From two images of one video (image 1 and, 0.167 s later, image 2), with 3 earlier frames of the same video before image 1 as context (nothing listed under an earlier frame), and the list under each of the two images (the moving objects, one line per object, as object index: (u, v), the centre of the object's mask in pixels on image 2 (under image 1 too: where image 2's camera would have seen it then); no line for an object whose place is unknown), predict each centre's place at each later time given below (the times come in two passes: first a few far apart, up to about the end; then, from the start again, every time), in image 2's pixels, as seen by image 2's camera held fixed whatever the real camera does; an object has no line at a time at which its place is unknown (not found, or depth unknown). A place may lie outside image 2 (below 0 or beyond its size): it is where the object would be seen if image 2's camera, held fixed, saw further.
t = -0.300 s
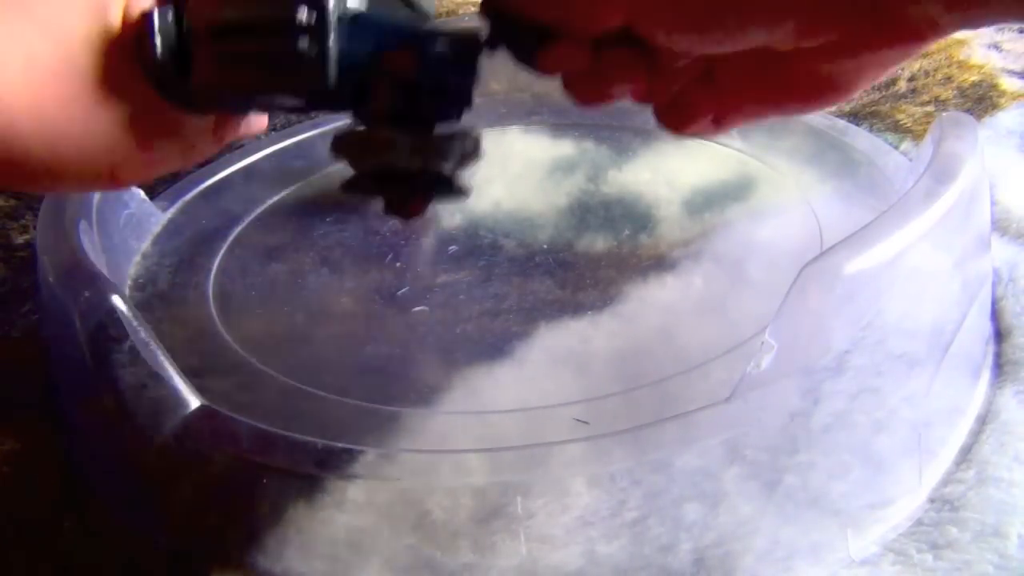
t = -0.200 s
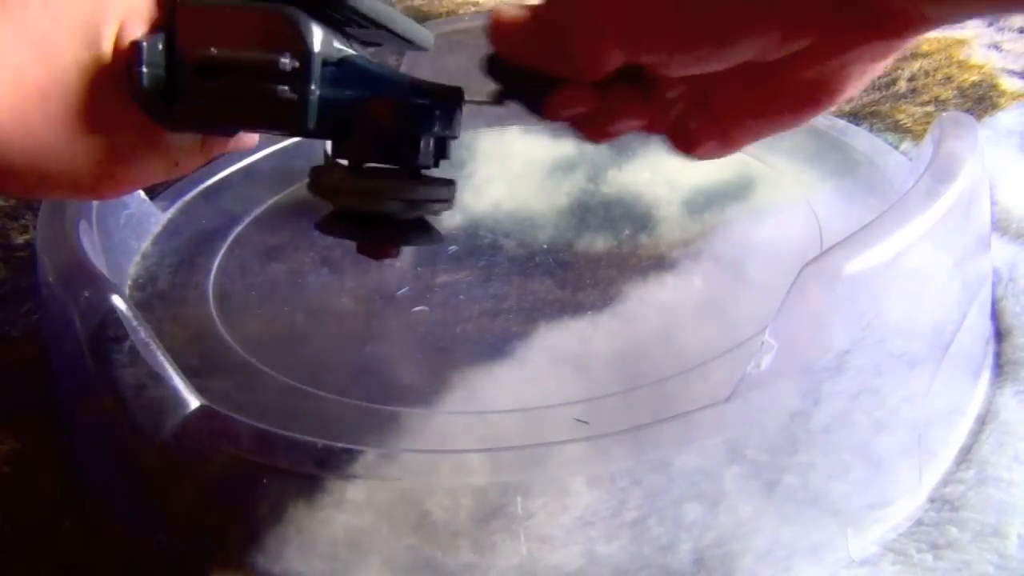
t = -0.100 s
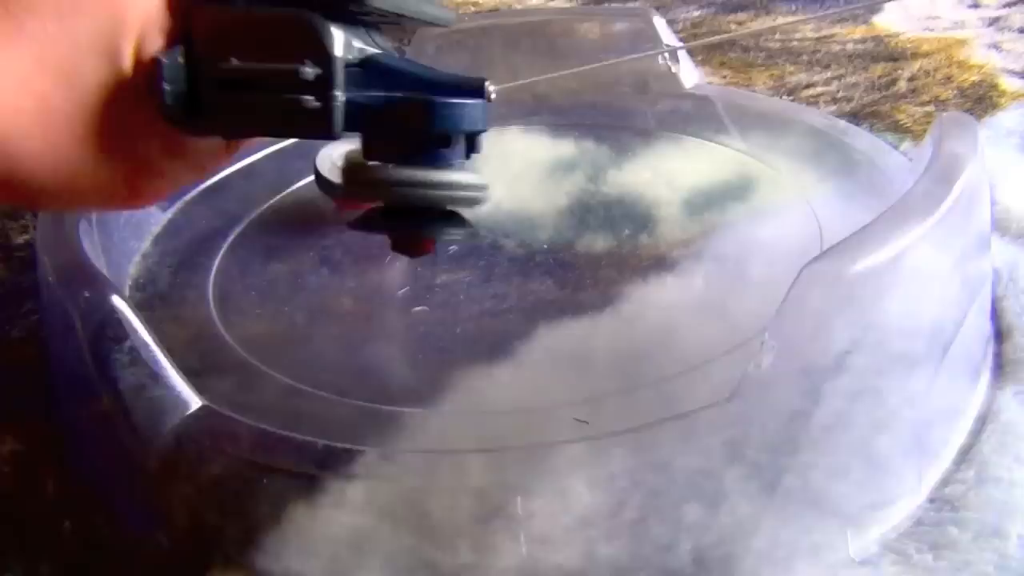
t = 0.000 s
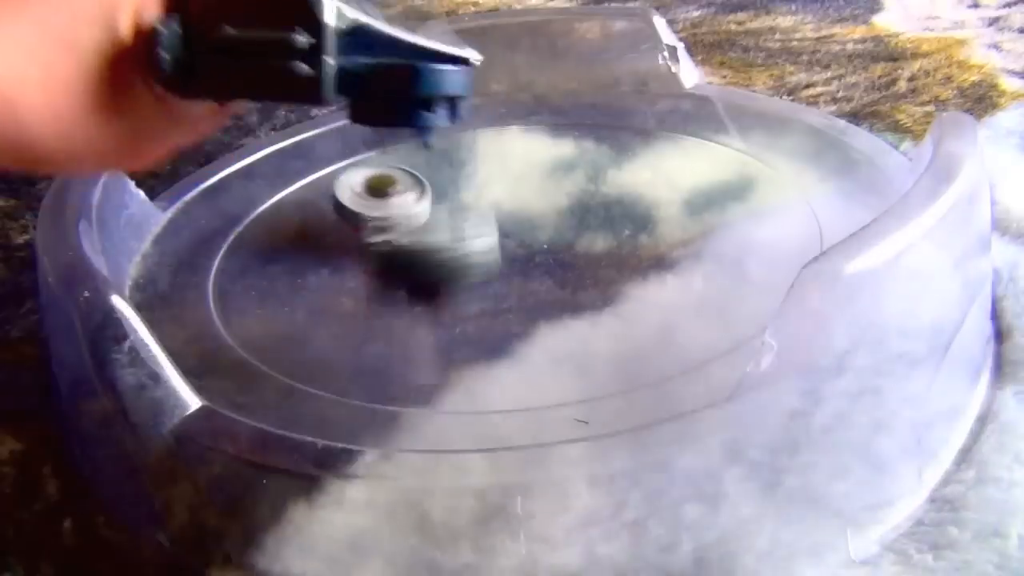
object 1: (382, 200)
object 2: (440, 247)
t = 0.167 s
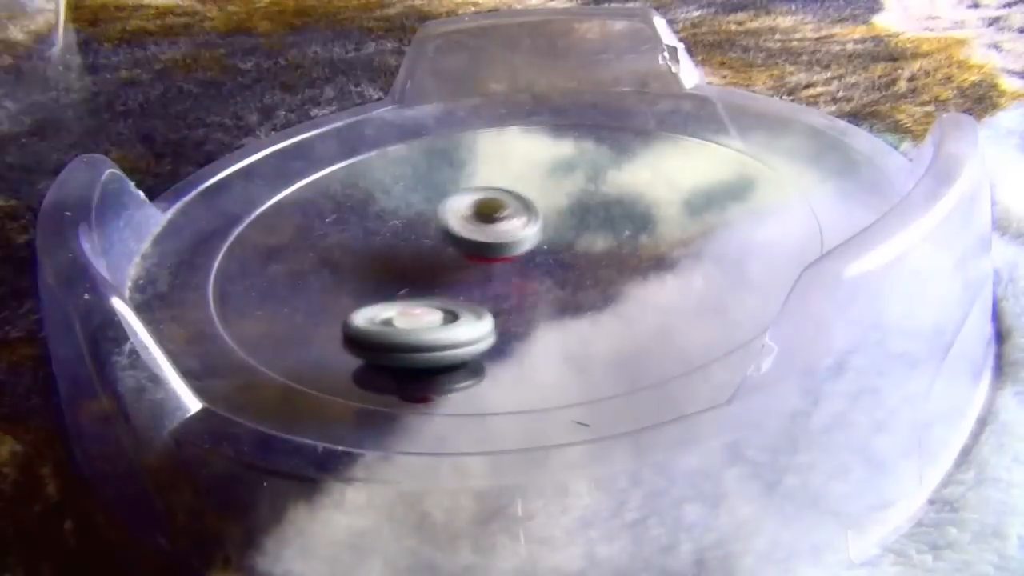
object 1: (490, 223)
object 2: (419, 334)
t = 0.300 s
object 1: (588, 195)
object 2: (374, 315)
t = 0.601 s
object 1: (580, 97)
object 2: (308, 272)
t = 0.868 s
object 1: (454, 152)
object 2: (277, 239)
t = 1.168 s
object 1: (601, 271)
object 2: (244, 204)
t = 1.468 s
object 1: (779, 154)
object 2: (287, 191)
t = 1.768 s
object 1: (557, 166)
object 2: (351, 190)
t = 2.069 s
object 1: (719, 253)
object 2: (236, 160)
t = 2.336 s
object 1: (772, 203)
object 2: (398, 221)
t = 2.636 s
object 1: (688, 230)
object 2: (543, 129)
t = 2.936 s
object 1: (626, 281)
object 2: (393, 138)
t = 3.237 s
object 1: (582, 312)
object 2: (527, 251)
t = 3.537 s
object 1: (528, 320)
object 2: (775, 113)
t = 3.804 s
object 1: (452, 310)
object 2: (638, 91)
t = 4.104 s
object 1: (320, 302)
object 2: (423, 213)
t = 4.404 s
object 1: (241, 293)
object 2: (682, 315)
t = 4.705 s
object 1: (251, 267)
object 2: (744, 191)
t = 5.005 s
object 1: (280, 238)
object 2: (456, 189)
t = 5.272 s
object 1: (274, 338)
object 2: (665, 145)
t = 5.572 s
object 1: (646, 204)
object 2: (511, 150)
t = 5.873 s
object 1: (511, 83)
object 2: (363, 257)
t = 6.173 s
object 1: (399, 138)
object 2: (568, 290)
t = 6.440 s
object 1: (481, 248)
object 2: (604, 213)
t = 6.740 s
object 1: (678, 238)
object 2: (442, 171)
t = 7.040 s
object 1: (644, 149)
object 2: (351, 263)
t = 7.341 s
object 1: (430, 244)
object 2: (556, 268)
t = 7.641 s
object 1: (598, 318)
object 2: (517, 212)
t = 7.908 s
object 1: (697, 242)
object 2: (439, 222)
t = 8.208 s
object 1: (501, 197)
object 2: (400, 269)
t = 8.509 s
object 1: (283, 251)
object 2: (535, 283)
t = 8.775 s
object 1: (374, 328)
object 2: (546, 217)
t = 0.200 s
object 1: (519, 220)
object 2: (409, 331)
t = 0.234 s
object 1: (545, 214)
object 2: (397, 326)
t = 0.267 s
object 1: (568, 205)
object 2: (385, 321)
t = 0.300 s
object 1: (588, 195)
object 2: (374, 315)
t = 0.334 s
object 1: (603, 182)
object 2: (363, 311)
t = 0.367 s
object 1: (614, 166)
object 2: (353, 306)
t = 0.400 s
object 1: (621, 152)
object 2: (344, 301)
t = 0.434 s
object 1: (624, 139)
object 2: (336, 296)
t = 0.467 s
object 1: (621, 127)
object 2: (330, 291)
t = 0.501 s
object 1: (614, 117)
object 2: (323, 286)
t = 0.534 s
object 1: (604, 108)
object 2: (318, 281)
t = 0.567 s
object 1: (592, 102)
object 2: (313, 276)
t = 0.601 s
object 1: (580, 97)
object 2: (308, 272)
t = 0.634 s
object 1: (563, 98)
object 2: (304, 267)
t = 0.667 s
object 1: (545, 101)
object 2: (299, 263)
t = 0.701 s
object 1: (527, 104)
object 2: (296, 258)
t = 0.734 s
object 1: (511, 109)
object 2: (292, 255)
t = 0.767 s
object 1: (496, 116)
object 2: (289, 251)
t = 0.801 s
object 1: (481, 125)
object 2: (284, 247)
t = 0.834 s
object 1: (468, 137)
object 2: (280, 243)
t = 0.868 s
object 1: (454, 152)
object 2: (277, 239)
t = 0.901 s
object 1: (443, 170)
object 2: (272, 235)
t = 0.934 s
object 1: (437, 189)
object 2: (267, 231)
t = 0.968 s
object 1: (440, 209)
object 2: (262, 227)
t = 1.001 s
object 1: (449, 228)
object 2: (258, 223)
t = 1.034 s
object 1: (466, 244)
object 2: (252, 218)
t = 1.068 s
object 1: (492, 258)
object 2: (247, 214)
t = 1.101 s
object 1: (524, 268)
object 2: (242, 208)
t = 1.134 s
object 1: (562, 272)
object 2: (239, 204)
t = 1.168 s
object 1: (601, 271)
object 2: (244, 204)
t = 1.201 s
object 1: (642, 264)
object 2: (252, 203)
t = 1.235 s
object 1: (682, 252)
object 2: (258, 202)
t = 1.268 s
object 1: (721, 237)
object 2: (264, 201)
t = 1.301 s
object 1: (752, 221)
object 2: (268, 198)
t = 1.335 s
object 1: (777, 205)
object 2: (272, 196)
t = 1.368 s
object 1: (795, 188)
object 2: (277, 194)
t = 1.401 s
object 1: (806, 171)
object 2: (280, 193)
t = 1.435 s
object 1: (797, 160)
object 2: (284, 191)
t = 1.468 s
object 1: (779, 154)
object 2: (287, 191)
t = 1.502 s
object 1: (761, 146)
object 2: (292, 189)
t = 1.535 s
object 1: (743, 140)
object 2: (297, 188)
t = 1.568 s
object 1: (724, 137)
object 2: (302, 187)
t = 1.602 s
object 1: (702, 135)
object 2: (309, 187)
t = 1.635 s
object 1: (679, 133)
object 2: (316, 187)
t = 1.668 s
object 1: (652, 140)
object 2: (324, 188)
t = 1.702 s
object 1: (621, 147)
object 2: (332, 188)
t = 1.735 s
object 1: (588, 156)
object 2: (341, 190)
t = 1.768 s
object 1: (557, 166)
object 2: (351, 190)
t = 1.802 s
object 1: (523, 180)
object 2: (361, 191)
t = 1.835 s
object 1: (494, 196)
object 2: (372, 192)
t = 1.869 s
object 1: (506, 217)
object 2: (357, 186)
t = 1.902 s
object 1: (550, 234)
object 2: (316, 175)
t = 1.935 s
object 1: (591, 249)
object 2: (282, 166)
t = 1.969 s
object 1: (626, 256)
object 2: (260, 158)
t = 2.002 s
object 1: (660, 259)
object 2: (245, 158)
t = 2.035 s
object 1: (690, 257)
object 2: (238, 158)
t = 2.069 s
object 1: (719, 253)
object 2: (236, 160)
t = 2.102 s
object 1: (752, 246)
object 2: (241, 164)
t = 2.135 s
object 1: (775, 237)
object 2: (249, 168)
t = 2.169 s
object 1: (794, 227)
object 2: (264, 177)
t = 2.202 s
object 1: (799, 220)
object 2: (285, 188)
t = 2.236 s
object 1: (797, 217)
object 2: (308, 196)
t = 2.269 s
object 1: (790, 211)
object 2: (335, 207)
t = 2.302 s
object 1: (782, 207)
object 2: (365, 215)
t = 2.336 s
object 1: (772, 203)
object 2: (398, 221)
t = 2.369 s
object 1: (760, 201)
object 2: (431, 224)
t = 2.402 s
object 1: (746, 200)
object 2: (465, 225)
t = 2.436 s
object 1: (727, 200)
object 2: (499, 222)
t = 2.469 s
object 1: (710, 202)
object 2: (530, 215)
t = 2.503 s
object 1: (689, 204)
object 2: (556, 206)
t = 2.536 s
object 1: (676, 209)
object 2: (571, 190)
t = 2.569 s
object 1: (689, 216)
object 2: (565, 166)
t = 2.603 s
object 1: (691, 223)
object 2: (555, 146)
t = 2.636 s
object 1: (688, 230)
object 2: (543, 129)
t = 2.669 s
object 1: (683, 236)
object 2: (530, 115)
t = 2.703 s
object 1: (676, 243)
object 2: (515, 105)
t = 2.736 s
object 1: (670, 248)
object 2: (502, 98)
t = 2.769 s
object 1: (663, 253)
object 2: (487, 93)
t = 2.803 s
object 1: (656, 259)
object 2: (468, 96)
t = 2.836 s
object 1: (649, 264)
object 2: (447, 103)
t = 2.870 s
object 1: (641, 270)
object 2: (425, 116)
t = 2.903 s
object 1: (633, 275)
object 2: (407, 126)
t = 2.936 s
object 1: (626, 281)
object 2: (393, 138)
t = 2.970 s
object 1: (619, 285)
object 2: (384, 153)
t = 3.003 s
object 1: (613, 290)
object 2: (379, 171)
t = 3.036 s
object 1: (608, 294)
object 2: (381, 187)
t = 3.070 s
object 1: (602, 298)
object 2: (389, 204)
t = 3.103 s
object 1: (597, 302)
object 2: (407, 219)
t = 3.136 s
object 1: (593, 305)
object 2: (429, 233)
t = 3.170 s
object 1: (589, 308)
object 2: (457, 243)
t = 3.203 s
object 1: (586, 310)
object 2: (490, 252)
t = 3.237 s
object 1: (582, 312)
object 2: (527, 251)
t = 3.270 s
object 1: (577, 314)
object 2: (570, 245)
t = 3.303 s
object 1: (572, 316)
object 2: (617, 243)
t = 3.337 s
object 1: (566, 317)
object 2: (657, 233)
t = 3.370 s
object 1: (560, 318)
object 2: (700, 214)
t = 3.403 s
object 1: (554, 319)
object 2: (733, 194)
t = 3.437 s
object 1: (548, 320)
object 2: (762, 172)
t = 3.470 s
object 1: (541, 321)
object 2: (781, 148)
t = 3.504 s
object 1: (535, 320)
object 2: (781, 128)
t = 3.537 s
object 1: (528, 320)
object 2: (775, 113)
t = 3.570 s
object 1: (521, 320)
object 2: (765, 101)
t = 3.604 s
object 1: (513, 319)
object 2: (752, 94)
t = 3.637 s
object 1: (505, 318)
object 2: (737, 88)
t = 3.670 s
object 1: (496, 317)
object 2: (720, 85)
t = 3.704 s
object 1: (486, 315)
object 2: (701, 84)
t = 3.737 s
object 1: (476, 314)
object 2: (682, 84)
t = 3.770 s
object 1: (464, 312)
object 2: (661, 87)
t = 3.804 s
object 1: (452, 310)
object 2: (638, 91)
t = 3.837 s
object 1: (438, 308)
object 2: (613, 99)
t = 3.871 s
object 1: (424, 307)
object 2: (584, 108)
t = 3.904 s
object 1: (409, 305)
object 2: (557, 118)
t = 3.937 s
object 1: (393, 305)
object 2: (528, 129)
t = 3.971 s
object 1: (377, 304)
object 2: (500, 144)
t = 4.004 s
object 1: (361, 303)
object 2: (474, 157)
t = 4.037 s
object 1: (346, 303)
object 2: (451, 175)
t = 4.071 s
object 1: (333, 303)
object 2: (434, 193)
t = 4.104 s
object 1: (320, 302)
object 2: (423, 213)
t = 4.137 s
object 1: (310, 302)
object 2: (416, 233)
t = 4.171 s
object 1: (299, 302)
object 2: (417, 252)
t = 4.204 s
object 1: (288, 302)
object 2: (424, 274)
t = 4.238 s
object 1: (276, 300)
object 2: (442, 293)
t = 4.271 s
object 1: (266, 299)
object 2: (471, 309)
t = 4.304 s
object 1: (256, 297)
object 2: (512, 321)
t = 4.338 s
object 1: (246, 295)
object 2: (562, 328)
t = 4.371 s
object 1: (238, 293)
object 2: (623, 325)
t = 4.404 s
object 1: (241, 293)
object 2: (682, 315)
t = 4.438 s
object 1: (245, 292)
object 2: (722, 300)
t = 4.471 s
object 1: (247, 289)
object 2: (743, 281)
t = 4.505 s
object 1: (249, 287)
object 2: (760, 264)
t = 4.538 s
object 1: (249, 284)
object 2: (774, 249)
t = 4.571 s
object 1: (249, 281)
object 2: (784, 236)
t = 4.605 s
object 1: (248, 277)
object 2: (786, 226)
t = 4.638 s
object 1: (248, 274)
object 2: (779, 214)
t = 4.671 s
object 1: (249, 270)
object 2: (761, 200)
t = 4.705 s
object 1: (251, 267)
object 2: (744, 191)
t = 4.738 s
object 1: (253, 263)
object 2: (720, 181)
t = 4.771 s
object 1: (255, 260)
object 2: (696, 175)
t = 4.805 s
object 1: (257, 257)
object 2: (664, 171)
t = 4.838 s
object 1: (260, 253)
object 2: (630, 170)
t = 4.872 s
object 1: (264, 250)
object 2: (597, 172)
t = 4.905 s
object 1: (267, 247)
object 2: (565, 172)
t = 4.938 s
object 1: (271, 243)
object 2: (529, 177)
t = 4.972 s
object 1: (275, 241)
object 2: (490, 183)
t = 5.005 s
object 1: (280, 238)
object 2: (456, 189)
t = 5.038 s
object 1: (285, 236)
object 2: (420, 199)
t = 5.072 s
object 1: (275, 236)
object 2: (395, 208)
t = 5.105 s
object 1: (155, 231)
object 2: (461, 201)
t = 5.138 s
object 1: (152, 206)
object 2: (524, 190)
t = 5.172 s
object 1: (159, 206)
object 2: (572, 179)
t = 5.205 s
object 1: (177, 235)
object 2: (608, 169)
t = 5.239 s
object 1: (215, 298)
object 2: (642, 155)
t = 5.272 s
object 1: (274, 338)
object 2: (665, 145)
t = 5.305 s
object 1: (331, 337)
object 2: (678, 140)
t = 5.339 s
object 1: (387, 338)
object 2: (680, 134)
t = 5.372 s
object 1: (444, 329)
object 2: (674, 133)
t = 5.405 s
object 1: (498, 313)
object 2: (660, 132)
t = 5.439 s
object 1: (546, 295)
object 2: (634, 133)
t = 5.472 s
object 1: (588, 273)
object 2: (604, 137)
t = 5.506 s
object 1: (616, 251)
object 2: (573, 139)
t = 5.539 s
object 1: (637, 228)
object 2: (541, 144)
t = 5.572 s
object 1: (646, 204)
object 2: (511, 150)
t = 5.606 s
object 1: (644, 181)
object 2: (481, 157)
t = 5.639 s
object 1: (638, 158)
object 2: (453, 167)
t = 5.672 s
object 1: (627, 140)
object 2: (429, 179)
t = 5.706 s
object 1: (614, 124)
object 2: (409, 191)
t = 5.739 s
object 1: (596, 111)
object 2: (390, 204)
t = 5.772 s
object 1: (579, 99)
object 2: (377, 216)
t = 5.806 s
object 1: (556, 87)
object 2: (367, 229)
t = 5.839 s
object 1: (533, 86)
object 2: (362, 244)
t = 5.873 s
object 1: (511, 83)
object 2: (363, 257)
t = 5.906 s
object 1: (494, 80)
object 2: (369, 268)
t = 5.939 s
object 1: (477, 85)
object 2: (381, 281)
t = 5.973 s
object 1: (464, 89)
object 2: (400, 290)
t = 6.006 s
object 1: (451, 93)
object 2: (423, 298)
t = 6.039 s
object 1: (439, 98)
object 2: (452, 301)
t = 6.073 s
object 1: (429, 105)
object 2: (481, 304)
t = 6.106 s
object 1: (417, 118)
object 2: (513, 301)
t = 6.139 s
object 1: (407, 127)
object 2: (541, 296)
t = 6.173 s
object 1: (399, 138)
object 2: (568, 290)
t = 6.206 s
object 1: (393, 152)
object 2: (589, 282)
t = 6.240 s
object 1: (390, 166)
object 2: (607, 270)
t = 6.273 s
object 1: (391, 183)
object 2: (619, 259)
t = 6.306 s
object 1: (399, 199)
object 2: (625, 248)
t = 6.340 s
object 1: (412, 215)
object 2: (627, 238)
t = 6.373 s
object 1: (430, 229)
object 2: (623, 228)
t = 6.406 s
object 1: (453, 238)
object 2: (614, 219)
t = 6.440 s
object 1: (481, 248)
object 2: (604, 213)
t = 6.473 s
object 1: (510, 254)
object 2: (591, 204)
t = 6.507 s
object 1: (520, 264)
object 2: (588, 190)
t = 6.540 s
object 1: (534, 270)
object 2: (579, 179)
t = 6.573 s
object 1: (553, 273)
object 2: (565, 172)
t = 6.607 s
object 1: (576, 273)
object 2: (545, 170)
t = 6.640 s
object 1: (602, 268)
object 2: (521, 167)
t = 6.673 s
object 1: (626, 262)
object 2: (495, 168)
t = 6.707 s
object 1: (655, 251)
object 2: (468, 169)
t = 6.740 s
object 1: (678, 238)
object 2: (442, 171)
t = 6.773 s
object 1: (699, 224)
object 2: (417, 180)
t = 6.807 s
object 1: (713, 209)
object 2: (397, 186)
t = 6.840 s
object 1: (722, 195)
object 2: (377, 196)
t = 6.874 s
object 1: (724, 181)
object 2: (363, 206)
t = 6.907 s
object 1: (718, 169)
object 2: (351, 218)
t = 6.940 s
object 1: (708, 161)
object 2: (343, 229)
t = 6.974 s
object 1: (690, 154)
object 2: (342, 240)
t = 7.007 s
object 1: (670, 150)
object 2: (343, 253)
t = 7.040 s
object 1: (644, 149)
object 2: (351, 263)
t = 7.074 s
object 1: (620, 152)
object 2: (364, 273)
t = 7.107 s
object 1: (591, 157)
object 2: (383, 281)
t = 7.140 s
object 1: (563, 164)
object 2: (407, 288)
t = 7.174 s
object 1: (535, 172)
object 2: (433, 291)
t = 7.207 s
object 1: (508, 183)
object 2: (461, 291)
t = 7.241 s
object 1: (484, 196)
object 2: (489, 289)
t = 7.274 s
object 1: (462, 211)
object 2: (516, 284)
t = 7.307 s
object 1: (443, 228)
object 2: (538, 277)
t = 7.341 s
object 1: (430, 244)
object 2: (556, 268)
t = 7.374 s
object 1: (422, 260)
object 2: (567, 258)
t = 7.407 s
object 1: (421, 276)
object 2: (573, 248)
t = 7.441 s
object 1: (427, 291)
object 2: (572, 240)
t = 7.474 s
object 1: (441, 303)
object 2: (568, 233)
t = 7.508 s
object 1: (463, 314)
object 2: (560, 227)
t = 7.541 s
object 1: (491, 320)
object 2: (550, 221)
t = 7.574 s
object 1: (525, 323)
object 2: (540, 218)
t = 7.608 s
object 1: (561, 323)
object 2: (528, 215)
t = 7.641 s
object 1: (598, 318)
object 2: (517, 212)
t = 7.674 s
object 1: (630, 311)
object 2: (506, 211)
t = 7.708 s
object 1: (657, 302)
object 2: (495, 209)
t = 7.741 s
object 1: (680, 293)
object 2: (484, 210)
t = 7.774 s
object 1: (695, 282)
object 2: (472, 211)
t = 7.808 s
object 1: (704, 271)
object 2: (462, 214)
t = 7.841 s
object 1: (707, 261)
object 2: (452, 215)
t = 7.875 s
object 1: (705, 251)
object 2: (445, 218)
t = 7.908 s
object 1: (697, 242)
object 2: (439, 222)
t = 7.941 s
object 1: (683, 233)
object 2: (434, 226)
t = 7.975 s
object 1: (664, 226)
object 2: (431, 230)
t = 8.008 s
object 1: (640, 220)
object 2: (431, 235)
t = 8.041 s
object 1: (612, 218)
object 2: (432, 238)
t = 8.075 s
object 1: (583, 216)
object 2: (435, 242)
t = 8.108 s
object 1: (549, 216)
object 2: (438, 245)
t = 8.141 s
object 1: (522, 214)
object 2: (435, 250)
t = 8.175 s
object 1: (513, 204)
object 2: (413, 261)
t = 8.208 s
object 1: (501, 197)
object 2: (400, 269)
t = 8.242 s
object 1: (483, 194)
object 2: (398, 277)
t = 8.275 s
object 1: (460, 193)
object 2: (405, 282)
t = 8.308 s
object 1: (432, 196)
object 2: (417, 288)
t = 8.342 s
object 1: (403, 201)
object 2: (434, 291)
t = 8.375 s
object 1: (374, 208)
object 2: (454, 293)
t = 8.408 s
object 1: (346, 216)
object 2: (474, 293)
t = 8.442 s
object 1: (320, 226)
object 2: (495, 292)
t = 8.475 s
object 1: (299, 238)
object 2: (515, 288)
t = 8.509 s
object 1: (283, 251)
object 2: (535, 283)
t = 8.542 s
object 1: (273, 264)
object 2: (550, 277)
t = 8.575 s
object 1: (268, 277)
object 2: (562, 269)
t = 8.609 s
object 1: (270, 290)
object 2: (570, 260)
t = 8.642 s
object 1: (278, 301)
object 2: (573, 251)
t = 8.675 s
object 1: (294, 311)
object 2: (573, 242)
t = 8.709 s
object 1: (316, 319)
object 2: (568, 234)
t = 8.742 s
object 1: (343, 324)
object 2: (559, 225)
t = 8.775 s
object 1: (374, 328)
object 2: (546, 217)
